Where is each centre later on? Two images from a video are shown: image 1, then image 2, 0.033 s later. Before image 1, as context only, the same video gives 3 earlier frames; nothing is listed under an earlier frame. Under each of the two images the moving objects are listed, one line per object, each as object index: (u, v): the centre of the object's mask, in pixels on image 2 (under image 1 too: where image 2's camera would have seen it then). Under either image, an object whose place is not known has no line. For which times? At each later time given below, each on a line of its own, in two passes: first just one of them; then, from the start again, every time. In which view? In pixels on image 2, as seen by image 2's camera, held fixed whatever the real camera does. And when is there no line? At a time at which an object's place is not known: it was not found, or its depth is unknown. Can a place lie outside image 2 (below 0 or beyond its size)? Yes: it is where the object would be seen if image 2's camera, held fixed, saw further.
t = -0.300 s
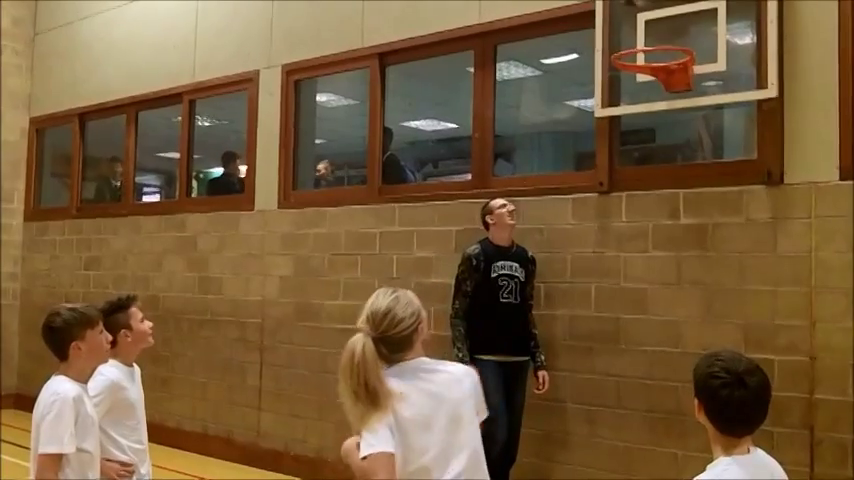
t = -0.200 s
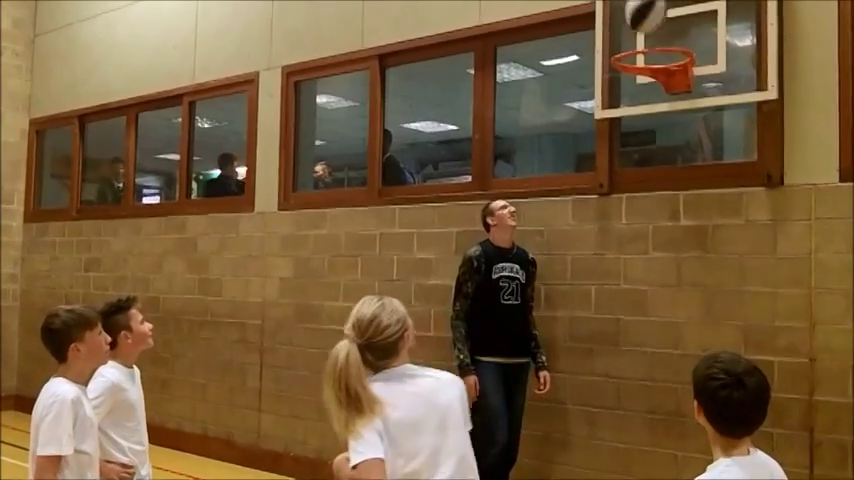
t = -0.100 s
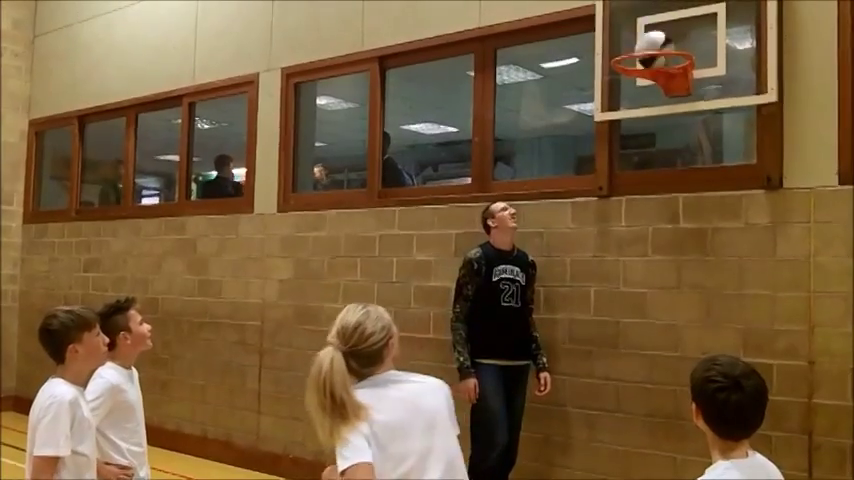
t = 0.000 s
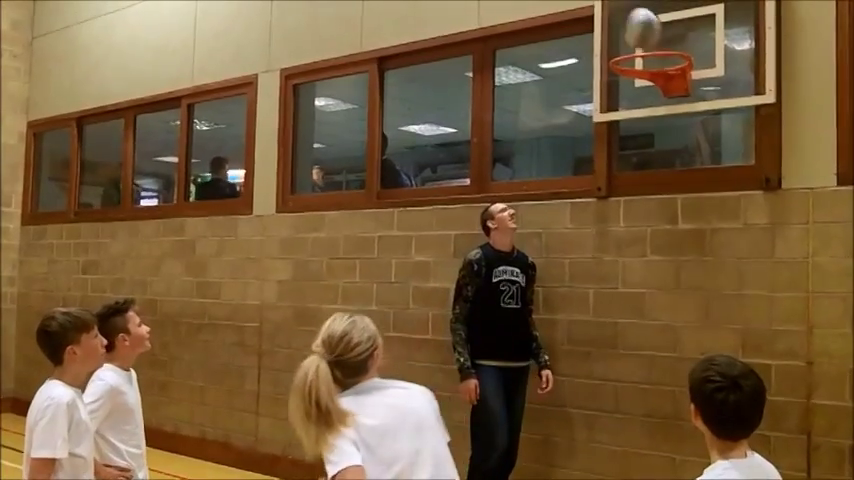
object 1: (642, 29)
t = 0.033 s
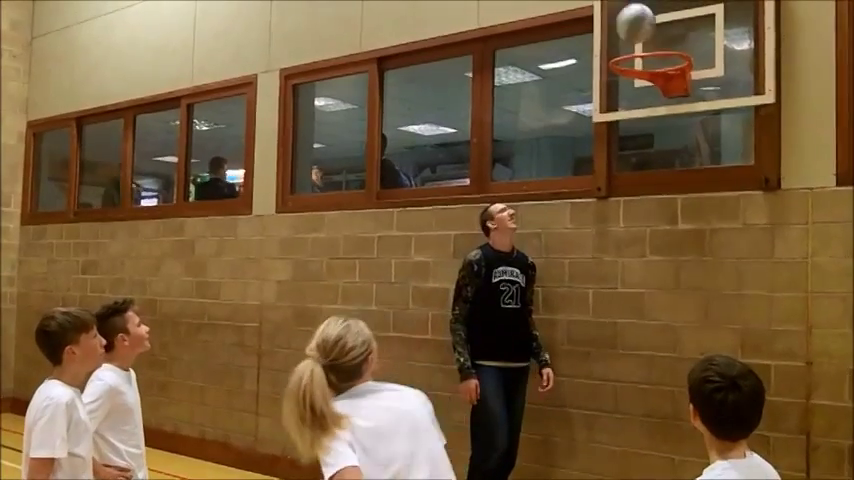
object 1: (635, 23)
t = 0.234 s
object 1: (601, 23)
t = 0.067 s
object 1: (629, 19)
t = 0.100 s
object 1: (624, 17)
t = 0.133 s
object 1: (619, 17)
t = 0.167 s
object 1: (614, 18)
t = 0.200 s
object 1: (608, 19)
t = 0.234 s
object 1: (601, 23)
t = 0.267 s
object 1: (596, 30)
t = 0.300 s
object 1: (589, 40)
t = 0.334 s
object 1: (582, 51)
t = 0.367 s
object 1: (576, 64)
